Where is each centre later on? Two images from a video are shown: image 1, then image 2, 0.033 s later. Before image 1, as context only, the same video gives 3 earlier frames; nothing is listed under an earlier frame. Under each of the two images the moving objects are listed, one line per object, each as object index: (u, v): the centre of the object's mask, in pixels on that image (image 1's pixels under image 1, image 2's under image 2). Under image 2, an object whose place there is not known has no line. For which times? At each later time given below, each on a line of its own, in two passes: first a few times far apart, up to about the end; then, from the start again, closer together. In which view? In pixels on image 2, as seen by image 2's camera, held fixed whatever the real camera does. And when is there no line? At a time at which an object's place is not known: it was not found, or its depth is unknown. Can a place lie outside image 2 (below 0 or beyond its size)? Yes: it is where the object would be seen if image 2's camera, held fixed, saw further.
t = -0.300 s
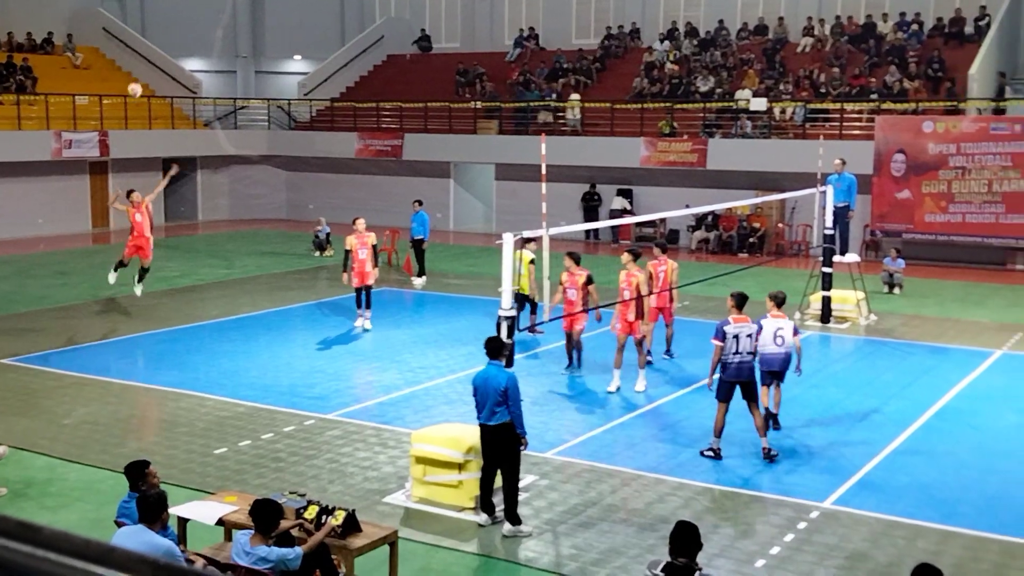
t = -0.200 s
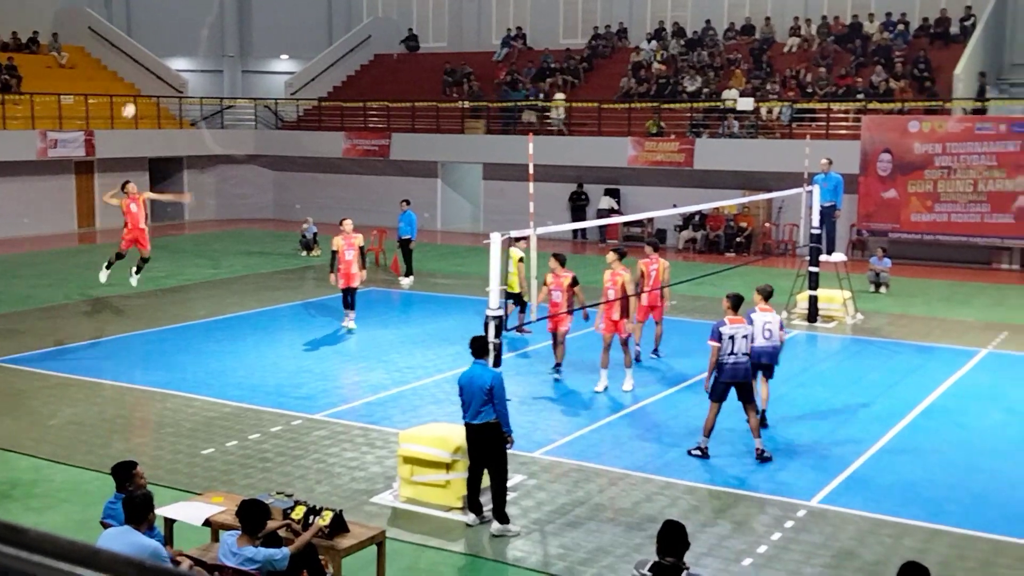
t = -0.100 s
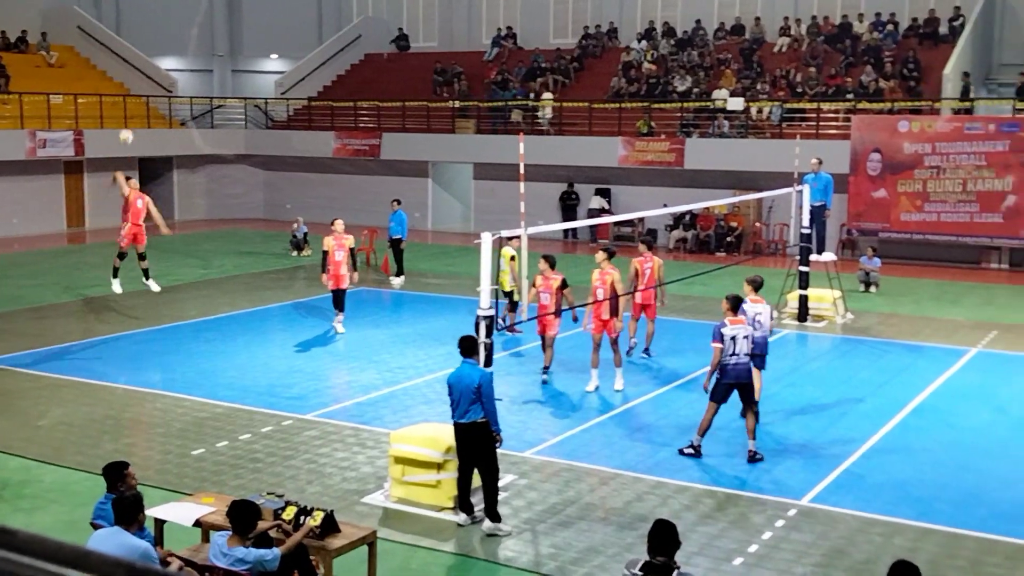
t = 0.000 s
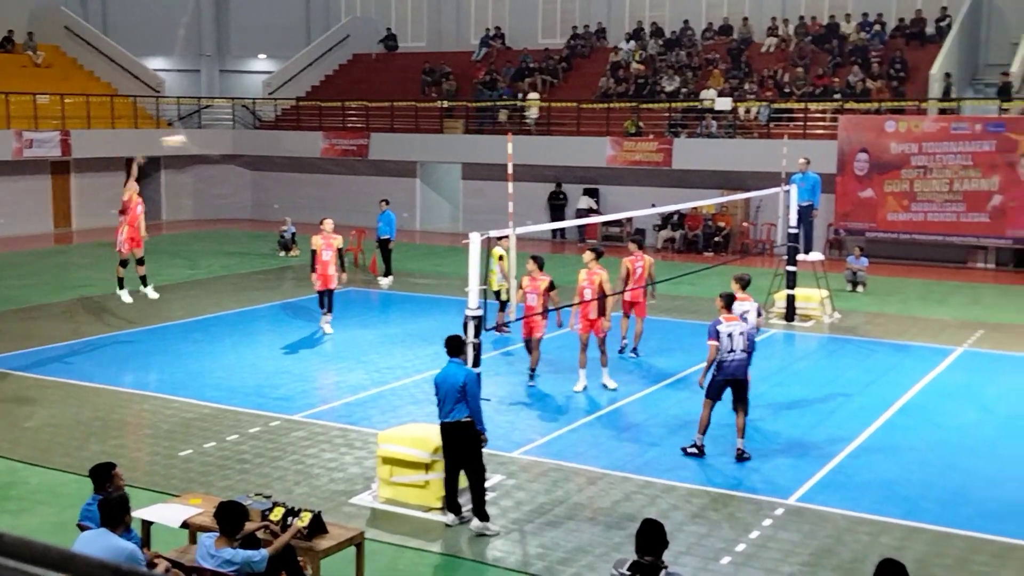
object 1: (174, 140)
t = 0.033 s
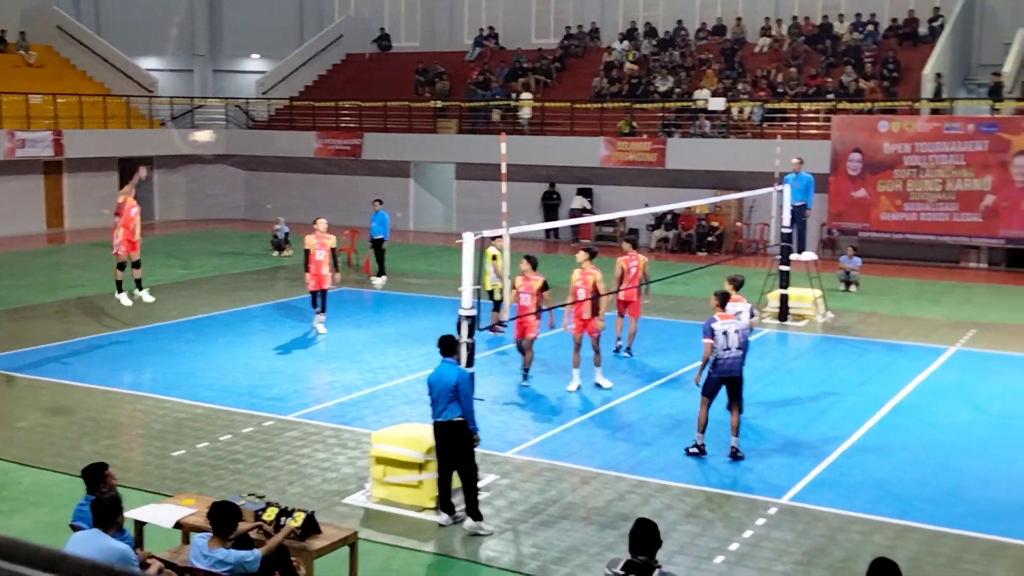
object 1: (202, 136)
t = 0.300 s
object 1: (512, 141)
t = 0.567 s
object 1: (869, 232)
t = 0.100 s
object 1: (276, 131)
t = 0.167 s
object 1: (351, 128)
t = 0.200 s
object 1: (390, 130)
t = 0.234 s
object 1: (431, 133)
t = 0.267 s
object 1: (471, 136)
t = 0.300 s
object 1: (512, 141)
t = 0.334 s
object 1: (555, 147)
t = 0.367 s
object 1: (598, 155)
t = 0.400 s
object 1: (642, 165)
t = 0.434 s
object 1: (686, 176)
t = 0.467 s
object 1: (729, 186)
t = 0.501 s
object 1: (775, 197)
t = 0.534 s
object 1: (822, 215)
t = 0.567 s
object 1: (869, 232)
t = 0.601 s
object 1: (917, 250)
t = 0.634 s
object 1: (965, 269)
